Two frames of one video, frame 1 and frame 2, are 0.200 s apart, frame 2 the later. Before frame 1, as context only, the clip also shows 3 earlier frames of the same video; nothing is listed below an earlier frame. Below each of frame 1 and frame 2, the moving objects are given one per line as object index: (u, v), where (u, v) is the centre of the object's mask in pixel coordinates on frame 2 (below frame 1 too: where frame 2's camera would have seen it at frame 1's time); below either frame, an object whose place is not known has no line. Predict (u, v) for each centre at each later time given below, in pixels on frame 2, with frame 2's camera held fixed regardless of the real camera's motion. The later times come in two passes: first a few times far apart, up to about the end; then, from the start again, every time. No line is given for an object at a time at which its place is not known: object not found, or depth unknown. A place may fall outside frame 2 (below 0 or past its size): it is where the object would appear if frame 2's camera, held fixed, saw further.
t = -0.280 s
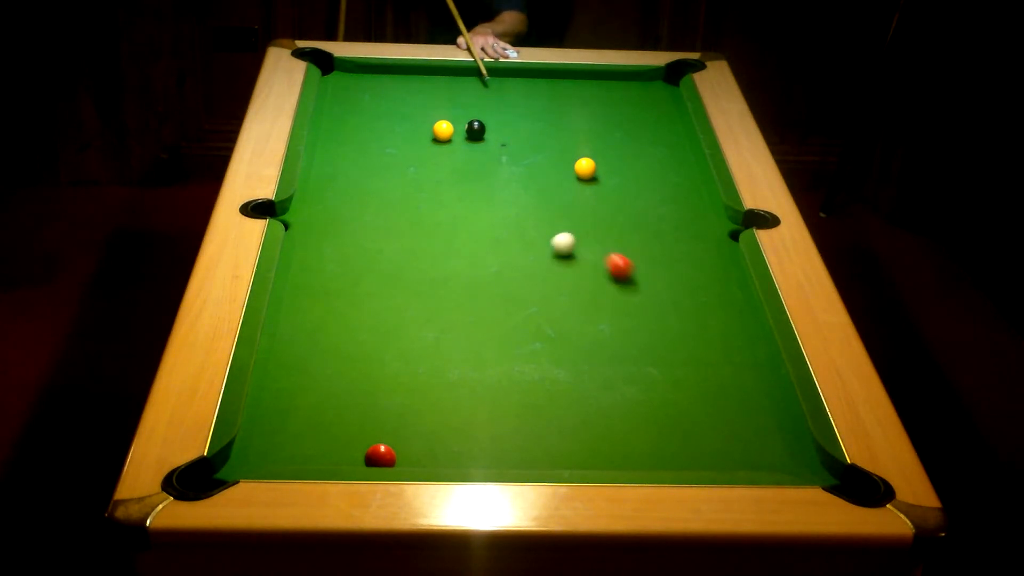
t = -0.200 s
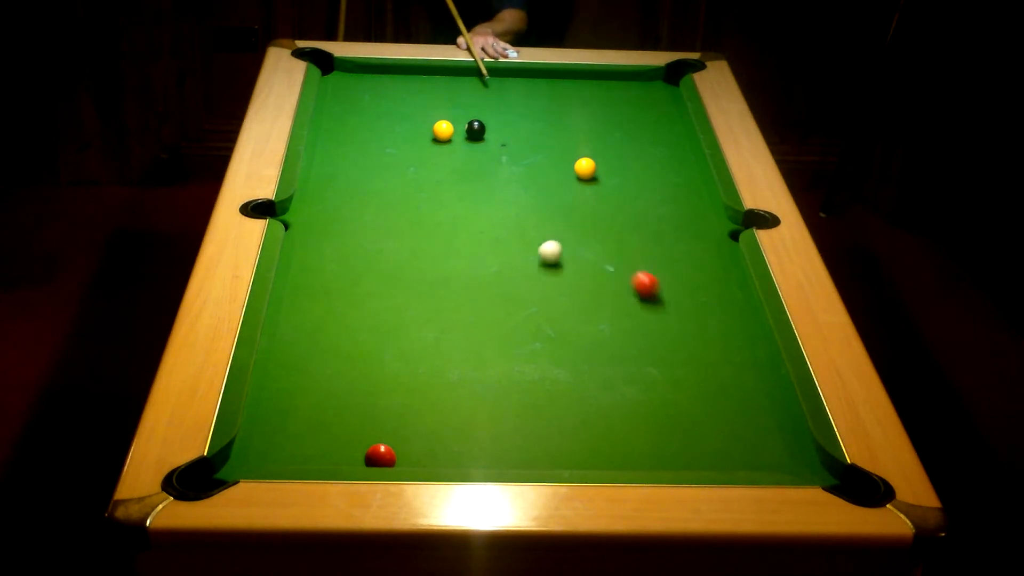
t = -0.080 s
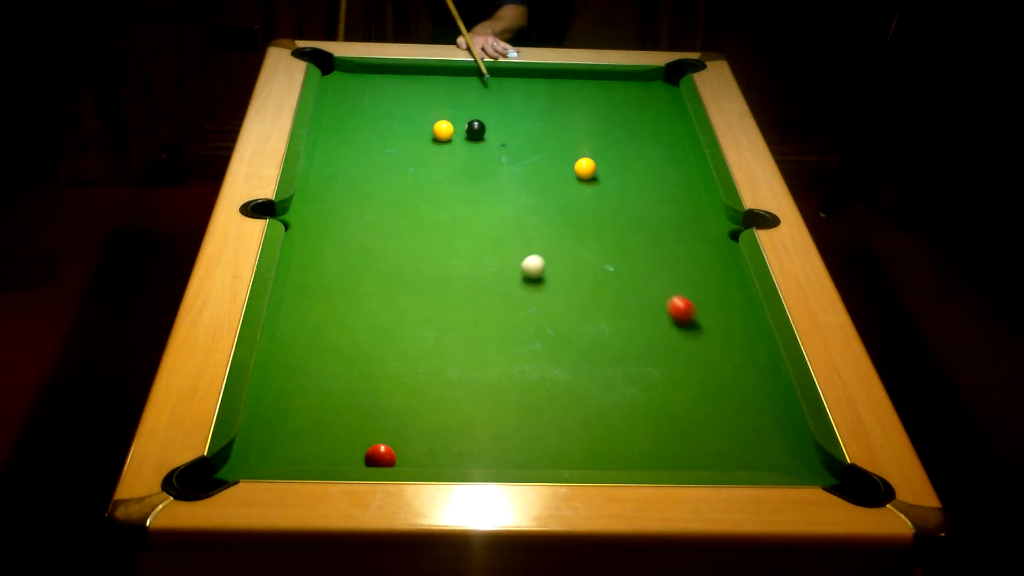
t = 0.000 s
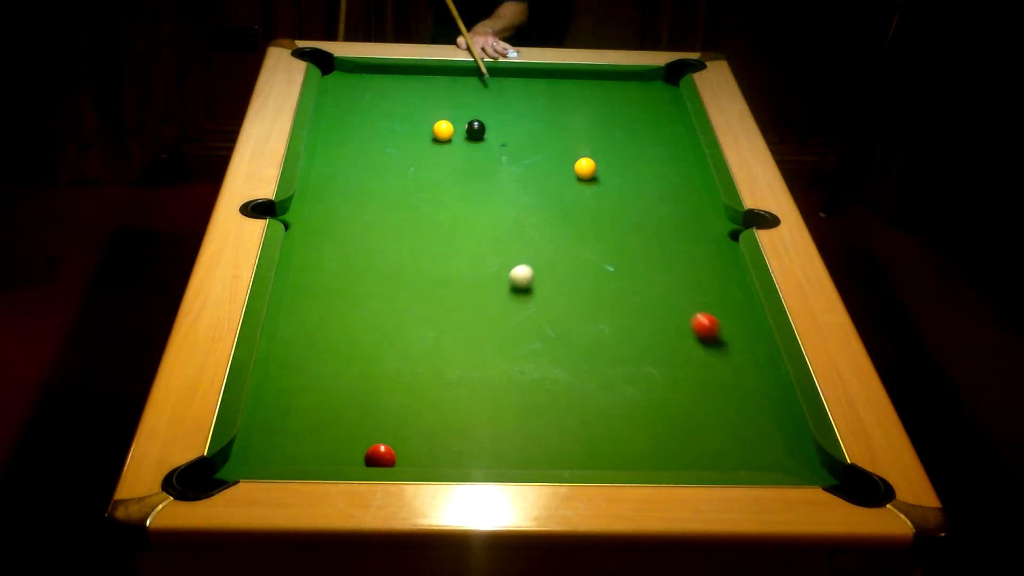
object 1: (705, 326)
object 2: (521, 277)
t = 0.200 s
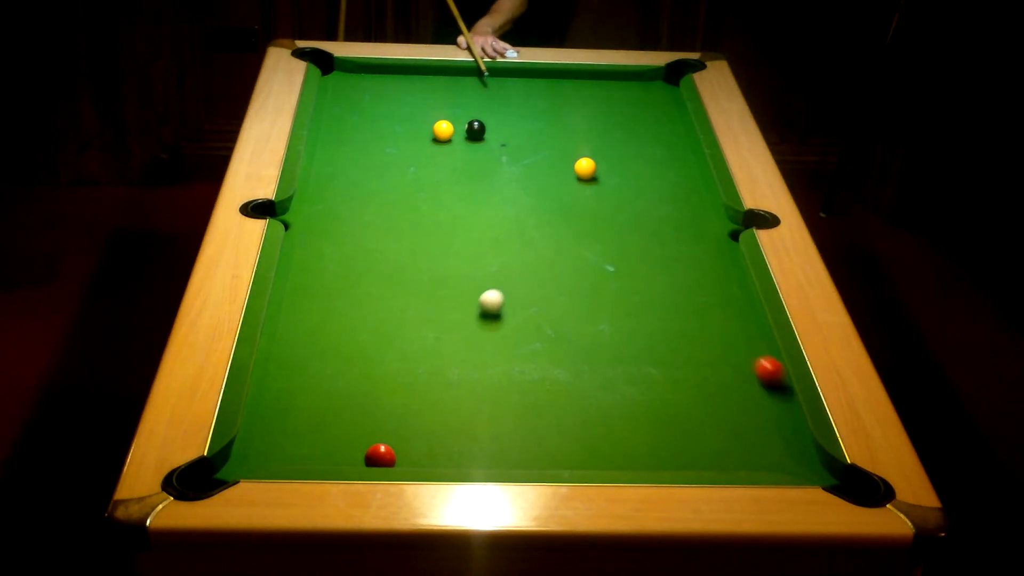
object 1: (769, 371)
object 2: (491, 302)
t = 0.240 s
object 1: (772, 379)
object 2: (485, 308)
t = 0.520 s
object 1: (748, 429)
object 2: (441, 345)
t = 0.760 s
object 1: (721, 460)
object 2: (402, 377)
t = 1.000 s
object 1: (676, 432)
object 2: (362, 409)
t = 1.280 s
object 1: (630, 401)
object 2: (314, 449)
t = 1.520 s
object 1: (594, 376)
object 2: (280, 454)
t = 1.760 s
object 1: (563, 354)
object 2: (257, 433)
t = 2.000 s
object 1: (534, 334)
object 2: (269, 420)
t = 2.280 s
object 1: (505, 314)
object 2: (287, 407)
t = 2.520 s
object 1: (483, 298)
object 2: (299, 398)
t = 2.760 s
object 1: (462, 284)
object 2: (308, 390)
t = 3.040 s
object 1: (441, 270)
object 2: (317, 383)
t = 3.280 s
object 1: (425, 260)
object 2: (321, 379)
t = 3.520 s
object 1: (412, 251)
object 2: (322, 376)
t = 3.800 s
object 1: (397, 241)
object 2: (322, 375)
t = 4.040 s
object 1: (387, 234)
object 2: (322, 375)
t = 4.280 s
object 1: (377, 228)
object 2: (322, 375)
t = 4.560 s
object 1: (368, 223)
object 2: (321, 375)
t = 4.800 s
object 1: (362, 219)
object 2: (321, 375)
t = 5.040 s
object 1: (358, 216)
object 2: (321, 375)
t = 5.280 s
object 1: (356, 214)
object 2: (321, 375)
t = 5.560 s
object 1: (354, 213)
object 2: (321, 375)
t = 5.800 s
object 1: (354, 213)
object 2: (322, 375)
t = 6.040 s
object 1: (354, 213)
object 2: (321, 375)
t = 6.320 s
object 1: (354, 213)
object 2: (321, 375)
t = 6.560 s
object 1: (354, 213)
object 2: (321, 375)
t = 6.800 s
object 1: (354, 213)
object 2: (321, 375)
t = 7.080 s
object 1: (354, 213)
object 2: (321, 375)
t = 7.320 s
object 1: (354, 213)
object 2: (321, 375)
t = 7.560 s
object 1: (354, 213)
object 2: (322, 375)
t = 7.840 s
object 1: (354, 213)
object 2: (322, 375)
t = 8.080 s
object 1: (354, 213)
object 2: (321, 375)
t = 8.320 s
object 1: (354, 213)
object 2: (322, 375)
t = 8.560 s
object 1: (354, 213)
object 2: (321, 375)
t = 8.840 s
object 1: (354, 213)
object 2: (322, 375)
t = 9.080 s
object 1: (354, 213)
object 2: (321, 375)
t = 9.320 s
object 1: (354, 213)
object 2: (321, 375)
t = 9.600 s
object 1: (354, 213)
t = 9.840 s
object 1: (354, 213)
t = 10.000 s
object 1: (354, 213)
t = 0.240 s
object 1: (772, 379)
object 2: (485, 308)
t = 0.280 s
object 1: (768, 386)
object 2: (479, 313)
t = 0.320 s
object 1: (765, 393)
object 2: (473, 318)
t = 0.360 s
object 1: (761, 400)
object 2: (467, 323)
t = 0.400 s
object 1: (758, 407)
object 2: (460, 329)
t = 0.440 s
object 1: (755, 415)
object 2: (454, 334)
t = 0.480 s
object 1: (751, 422)
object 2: (448, 340)
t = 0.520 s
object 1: (748, 429)
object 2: (441, 345)
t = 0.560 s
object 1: (744, 437)
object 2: (435, 350)
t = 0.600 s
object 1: (740, 444)
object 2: (429, 355)
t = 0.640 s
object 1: (737, 451)
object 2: (422, 360)
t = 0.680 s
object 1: (733, 457)
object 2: (415, 366)
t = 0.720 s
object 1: (729, 461)
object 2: (409, 371)
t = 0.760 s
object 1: (721, 460)
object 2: (402, 377)
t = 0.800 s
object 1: (714, 456)
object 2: (395, 382)
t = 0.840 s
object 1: (706, 452)
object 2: (389, 388)
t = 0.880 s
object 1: (698, 447)
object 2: (382, 393)
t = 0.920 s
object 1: (691, 442)
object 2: (375, 399)
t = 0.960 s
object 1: (683, 437)
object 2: (369, 404)
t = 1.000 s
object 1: (676, 432)
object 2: (362, 409)
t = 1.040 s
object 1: (669, 427)
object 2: (355, 415)
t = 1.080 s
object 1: (662, 422)
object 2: (348, 420)
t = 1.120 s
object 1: (655, 418)
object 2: (341, 426)
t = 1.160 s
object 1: (649, 414)
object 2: (335, 431)
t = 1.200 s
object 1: (642, 409)
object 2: (328, 437)
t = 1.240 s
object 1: (635, 405)
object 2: (321, 443)
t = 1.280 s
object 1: (630, 401)
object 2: (314, 449)
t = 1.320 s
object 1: (623, 396)
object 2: (308, 452)
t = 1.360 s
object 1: (617, 392)
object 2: (301, 455)
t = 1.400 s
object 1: (611, 388)
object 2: (295, 459)
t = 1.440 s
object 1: (605, 384)
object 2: (288, 457)
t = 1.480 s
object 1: (599, 380)
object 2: (284, 455)
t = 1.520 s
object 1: (594, 376)
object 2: (280, 454)
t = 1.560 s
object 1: (588, 372)
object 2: (276, 451)
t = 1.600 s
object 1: (583, 368)
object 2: (272, 447)
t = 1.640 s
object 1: (578, 365)
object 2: (268, 443)
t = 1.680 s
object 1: (572, 361)
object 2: (264, 440)
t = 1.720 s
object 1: (567, 357)
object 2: (260, 436)
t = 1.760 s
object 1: (563, 354)
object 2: (257, 433)
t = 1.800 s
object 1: (558, 350)
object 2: (254, 430)
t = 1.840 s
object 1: (553, 347)
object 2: (257, 428)
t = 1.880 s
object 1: (548, 344)
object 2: (261, 426)
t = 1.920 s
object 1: (543, 341)
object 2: (263, 424)
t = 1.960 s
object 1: (539, 337)
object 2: (266, 421)
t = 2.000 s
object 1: (534, 334)
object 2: (269, 420)
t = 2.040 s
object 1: (530, 331)
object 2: (272, 418)
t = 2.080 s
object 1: (526, 328)
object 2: (275, 416)
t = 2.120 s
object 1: (521, 325)
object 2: (277, 414)
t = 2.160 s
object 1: (517, 322)
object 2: (280, 412)
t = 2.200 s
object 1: (513, 319)
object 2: (282, 410)
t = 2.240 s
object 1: (509, 317)
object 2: (285, 408)
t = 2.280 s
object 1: (505, 314)
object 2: (287, 407)
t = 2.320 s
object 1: (501, 311)
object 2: (289, 405)
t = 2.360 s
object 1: (497, 308)
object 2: (291, 403)
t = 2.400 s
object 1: (493, 306)
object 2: (293, 402)
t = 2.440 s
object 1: (490, 303)
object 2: (295, 400)
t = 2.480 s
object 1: (486, 301)
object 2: (297, 399)
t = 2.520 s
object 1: (483, 298)
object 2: (299, 398)
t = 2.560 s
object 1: (479, 296)
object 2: (301, 396)
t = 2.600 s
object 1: (476, 294)
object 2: (302, 395)
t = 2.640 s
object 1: (472, 291)
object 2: (304, 394)
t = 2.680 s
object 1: (469, 289)
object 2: (305, 392)
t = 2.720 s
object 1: (466, 286)
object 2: (307, 391)
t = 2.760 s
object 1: (462, 284)
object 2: (308, 390)
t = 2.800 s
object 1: (459, 282)
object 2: (310, 389)
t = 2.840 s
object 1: (456, 280)
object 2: (311, 388)
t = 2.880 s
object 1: (453, 278)
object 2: (312, 387)
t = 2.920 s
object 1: (450, 276)
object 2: (313, 386)
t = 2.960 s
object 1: (447, 274)
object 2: (315, 385)
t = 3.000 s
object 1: (444, 272)
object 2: (316, 384)
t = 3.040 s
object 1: (441, 270)
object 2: (317, 383)
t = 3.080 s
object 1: (439, 268)
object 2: (317, 383)
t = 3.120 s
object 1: (436, 267)
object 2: (318, 382)
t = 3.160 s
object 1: (433, 265)
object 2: (319, 381)
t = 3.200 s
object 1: (431, 263)
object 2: (320, 380)
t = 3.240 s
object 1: (428, 261)
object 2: (320, 379)
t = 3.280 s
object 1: (425, 260)
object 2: (321, 379)
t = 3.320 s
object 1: (423, 258)
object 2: (321, 378)
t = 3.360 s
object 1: (421, 257)
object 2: (322, 378)
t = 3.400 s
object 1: (418, 255)
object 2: (322, 377)
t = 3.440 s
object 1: (416, 253)
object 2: (322, 377)
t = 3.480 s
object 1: (414, 252)
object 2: (322, 376)
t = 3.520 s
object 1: (412, 251)
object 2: (322, 376)
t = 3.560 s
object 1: (410, 249)
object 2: (322, 375)
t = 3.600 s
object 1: (407, 247)
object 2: (322, 375)
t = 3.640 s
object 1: (405, 246)
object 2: (322, 375)
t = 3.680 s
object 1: (403, 245)
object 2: (322, 375)
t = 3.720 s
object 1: (401, 243)
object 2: (322, 375)
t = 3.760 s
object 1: (399, 242)
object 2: (322, 375)
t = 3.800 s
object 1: (397, 241)
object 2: (322, 375)
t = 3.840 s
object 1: (396, 240)
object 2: (322, 375)
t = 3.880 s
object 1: (394, 238)
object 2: (322, 375)
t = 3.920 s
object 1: (392, 237)
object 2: (322, 375)
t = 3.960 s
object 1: (390, 236)
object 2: (322, 375)
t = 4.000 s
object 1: (388, 235)
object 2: (322, 375)
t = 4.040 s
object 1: (387, 234)
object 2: (322, 375)
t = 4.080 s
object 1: (385, 233)
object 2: (322, 375)
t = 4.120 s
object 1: (383, 232)
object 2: (322, 375)
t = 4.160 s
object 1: (382, 231)
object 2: (322, 375)
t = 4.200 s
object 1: (380, 230)
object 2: (322, 375)
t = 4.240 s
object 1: (379, 229)
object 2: (322, 375)
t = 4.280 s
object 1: (377, 228)
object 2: (322, 375)
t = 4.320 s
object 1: (376, 227)
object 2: (322, 375)
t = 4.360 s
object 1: (374, 226)
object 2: (322, 375)
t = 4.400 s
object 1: (373, 226)
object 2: (321, 375)
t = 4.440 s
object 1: (372, 225)
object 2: (321, 375)
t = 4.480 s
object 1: (371, 224)
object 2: (321, 375)
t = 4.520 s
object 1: (369, 223)
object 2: (322, 375)
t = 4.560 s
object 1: (368, 223)
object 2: (321, 375)
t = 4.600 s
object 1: (367, 222)
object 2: (321, 375)
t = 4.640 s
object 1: (366, 221)
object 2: (321, 375)
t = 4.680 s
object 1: (365, 221)
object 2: (321, 375)
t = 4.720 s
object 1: (364, 220)
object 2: (321, 375)
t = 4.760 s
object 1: (363, 219)
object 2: (321, 375)
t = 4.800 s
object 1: (362, 219)
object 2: (321, 375)
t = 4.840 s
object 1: (362, 219)
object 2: (321, 375)
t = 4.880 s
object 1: (361, 218)
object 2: (321, 375)
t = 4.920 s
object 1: (360, 217)
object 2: (321, 375)
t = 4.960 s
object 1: (360, 217)
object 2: (321, 375)
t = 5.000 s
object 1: (359, 217)
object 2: (322, 375)
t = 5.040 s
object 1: (358, 216)
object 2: (321, 375)
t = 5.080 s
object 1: (358, 216)
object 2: (321, 375)
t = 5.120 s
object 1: (357, 216)
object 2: (321, 375)
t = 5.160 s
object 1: (357, 215)
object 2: (322, 375)
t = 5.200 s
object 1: (356, 215)
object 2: (322, 375)
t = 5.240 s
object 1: (356, 215)
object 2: (321, 375)
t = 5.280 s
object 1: (356, 214)
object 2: (321, 375)
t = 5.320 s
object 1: (355, 214)
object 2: (321, 375)
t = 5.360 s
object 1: (355, 214)
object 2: (321, 375)
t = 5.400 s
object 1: (355, 214)
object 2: (321, 375)
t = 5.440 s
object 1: (355, 214)
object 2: (321, 375)
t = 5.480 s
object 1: (354, 213)
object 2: (321, 375)
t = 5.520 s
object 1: (354, 213)
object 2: (321, 375)
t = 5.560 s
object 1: (354, 213)
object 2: (321, 375)
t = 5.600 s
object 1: (354, 213)
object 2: (321, 375)
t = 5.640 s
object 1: (354, 213)
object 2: (321, 375)
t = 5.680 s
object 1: (354, 213)
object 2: (322, 375)
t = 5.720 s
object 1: (354, 213)
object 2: (322, 375)
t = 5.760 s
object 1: (354, 213)
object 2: (322, 375)
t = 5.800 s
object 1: (354, 213)
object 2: (322, 375)
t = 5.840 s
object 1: (354, 213)
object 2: (322, 375)
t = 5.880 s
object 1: (354, 213)
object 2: (321, 375)
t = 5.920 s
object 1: (354, 213)
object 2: (321, 375)
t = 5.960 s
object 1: (354, 213)
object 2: (321, 375)
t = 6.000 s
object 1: (354, 213)
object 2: (321, 375)
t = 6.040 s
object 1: (354, 213)
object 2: (321, 375)
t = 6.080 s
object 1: (354, 213)
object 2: (321, 375)
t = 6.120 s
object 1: (354, 213)
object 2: (321, 375)
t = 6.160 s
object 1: (354, 213)
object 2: (321, 375)
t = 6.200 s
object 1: (354, 213)
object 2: (321, 375)
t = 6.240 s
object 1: (354, 213)
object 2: (321, 375)
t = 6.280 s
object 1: (354, 213)
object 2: (321, 375)
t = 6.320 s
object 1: (354, 213)
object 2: (321, 375)
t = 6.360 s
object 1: (354, 213)
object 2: (321, 375)
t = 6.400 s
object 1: (354, 213)
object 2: (321, 375)
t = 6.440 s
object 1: (354, 213)
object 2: (321, 375)
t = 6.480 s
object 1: (354, 213)
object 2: (321, 375)
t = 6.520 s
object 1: (354, 213)
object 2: (321, 375)
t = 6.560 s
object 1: (354, 213)
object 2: (321, 375)
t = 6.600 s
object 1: (354, 213)
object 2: (321, 375)
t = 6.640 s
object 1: (354, 213)
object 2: (321, 375)
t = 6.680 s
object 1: (354, 213)
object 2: (321, 375)
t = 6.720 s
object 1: (354, 213)
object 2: (321, 375)
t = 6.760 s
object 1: (354, 213)
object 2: (321, 375)
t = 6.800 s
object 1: (354, 213)
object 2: (321, 375)
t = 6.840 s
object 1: (354, 213)
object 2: (321, 375)
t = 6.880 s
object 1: (354, 213)
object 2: (321, 375)
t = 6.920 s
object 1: (354, 213)
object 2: (321, 375)
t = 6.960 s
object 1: (354, 213)
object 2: (321, 375)
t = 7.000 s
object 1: (354, 213)
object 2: (322, 375)
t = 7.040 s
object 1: (354, 213)
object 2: (321, 375)
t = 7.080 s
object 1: (354, 213)
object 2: (321, 375)
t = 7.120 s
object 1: (354, 213)
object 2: (321, 375)
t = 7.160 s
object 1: (354, 213)
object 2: (321, 375)
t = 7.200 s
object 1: (354, 213)
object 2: (321, 375)
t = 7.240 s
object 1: (354, 213)
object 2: (321, 375)
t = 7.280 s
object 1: (354, 213)
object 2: (321, 375)
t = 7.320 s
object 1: (354, 213)
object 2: (321, 375)
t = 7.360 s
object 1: (354, 213)
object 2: (321, 375)
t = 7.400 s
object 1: (354, 213)
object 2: (321, 375)
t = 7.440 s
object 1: (354, 213)
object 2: (321, 375)
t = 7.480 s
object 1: (354, 213)
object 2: (322, 375)
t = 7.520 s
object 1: (354, 213)
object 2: (321, 375)
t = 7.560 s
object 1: (354, 213)
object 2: (322, 375)
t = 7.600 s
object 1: (354, 213)
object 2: (322, 375)
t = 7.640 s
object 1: (354, 213)
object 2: (321, 375)
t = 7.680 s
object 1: (354, 213)
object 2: (321, 375)
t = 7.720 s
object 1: (354, 213)
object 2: (321, 375)
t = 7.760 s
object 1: (354, 213)
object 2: (322, 375)
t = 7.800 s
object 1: (354, 213)
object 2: (321, 375)
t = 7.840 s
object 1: (354, 213)
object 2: (322, 375)
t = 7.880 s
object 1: (354, 213)
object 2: (321, 375)
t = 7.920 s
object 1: (354, 213)
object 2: (322, 375)
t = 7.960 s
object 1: (354, 213)
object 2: (321, 375)
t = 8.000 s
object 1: (354, 213)
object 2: (321, 375)
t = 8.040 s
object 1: (354, 213)
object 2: (321, 375)
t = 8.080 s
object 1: (354, 213)
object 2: (321, 375)
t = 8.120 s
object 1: (354, 213)
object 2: (321, 375)
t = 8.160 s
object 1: (354, 213)
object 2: (321, 375)
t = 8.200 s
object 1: (354, 213)
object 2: (321, 376)
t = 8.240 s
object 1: (354, 213)
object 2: (321, 375)
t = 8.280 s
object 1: (354, 213)
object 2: (321, 375)
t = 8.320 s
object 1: (354, 213)
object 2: (322, 375)
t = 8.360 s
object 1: (354, 213)
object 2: (321, 375)
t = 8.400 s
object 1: (354, 213)
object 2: (322, 375)
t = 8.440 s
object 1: (354, 213)
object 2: (322, 375)
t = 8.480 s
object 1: (354, 213)
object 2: (322, 375)
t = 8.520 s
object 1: (354, 213)
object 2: (322, 375)
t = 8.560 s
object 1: (354, 213)
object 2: (321, 375)
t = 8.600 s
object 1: (354, 213)
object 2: (321, 375)
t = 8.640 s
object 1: (354, 213)
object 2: (321, 375)
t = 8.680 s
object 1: (354, 213)
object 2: (321, 375)
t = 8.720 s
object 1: (354, 213)
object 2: (322, 375)
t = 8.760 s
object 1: (354, 213)
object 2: (322, 375)
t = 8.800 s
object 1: (354, 213)
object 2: (322, 375)
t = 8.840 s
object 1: (354, 213)
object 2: (322, 375)
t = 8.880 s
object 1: (354, 213)
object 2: (321, 375)
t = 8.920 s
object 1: (354, 213)
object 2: (321, 375)
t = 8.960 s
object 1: (354, 213)
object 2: (321, 375)
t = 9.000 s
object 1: (354, 213)
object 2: (321, 375)
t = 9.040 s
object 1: (354, 213)
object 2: (321, 375)
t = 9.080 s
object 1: (354, 213)
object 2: (321, 375)
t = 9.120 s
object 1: (354, 213)
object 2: (321, 375)
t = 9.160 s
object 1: (354, 213)
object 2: (321, 375)
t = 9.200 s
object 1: (354, 213)
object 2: (322, 375)
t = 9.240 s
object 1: (354, 213)
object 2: (322, 375)
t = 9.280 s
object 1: (354, 213)
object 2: (322, 375)
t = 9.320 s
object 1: (354, 213)
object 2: (321, 375)
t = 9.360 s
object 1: (354, 213)
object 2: (321, 375)
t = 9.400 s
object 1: (354, 213)
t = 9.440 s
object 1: (354, 213)
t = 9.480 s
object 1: (354, 213)
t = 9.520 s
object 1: (354, 213)
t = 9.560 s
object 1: (354, 213)
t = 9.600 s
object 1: (354, 213)
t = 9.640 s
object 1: (354, 213)
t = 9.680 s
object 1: (354, 213)
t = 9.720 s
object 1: (354, 213)
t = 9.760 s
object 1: (354, 213)
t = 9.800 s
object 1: (354, 213)
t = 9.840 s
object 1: (354, 213)
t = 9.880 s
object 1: (354, 213)
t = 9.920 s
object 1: (354, 213)
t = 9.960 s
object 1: (354, 213)
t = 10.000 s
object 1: (354, 213)
